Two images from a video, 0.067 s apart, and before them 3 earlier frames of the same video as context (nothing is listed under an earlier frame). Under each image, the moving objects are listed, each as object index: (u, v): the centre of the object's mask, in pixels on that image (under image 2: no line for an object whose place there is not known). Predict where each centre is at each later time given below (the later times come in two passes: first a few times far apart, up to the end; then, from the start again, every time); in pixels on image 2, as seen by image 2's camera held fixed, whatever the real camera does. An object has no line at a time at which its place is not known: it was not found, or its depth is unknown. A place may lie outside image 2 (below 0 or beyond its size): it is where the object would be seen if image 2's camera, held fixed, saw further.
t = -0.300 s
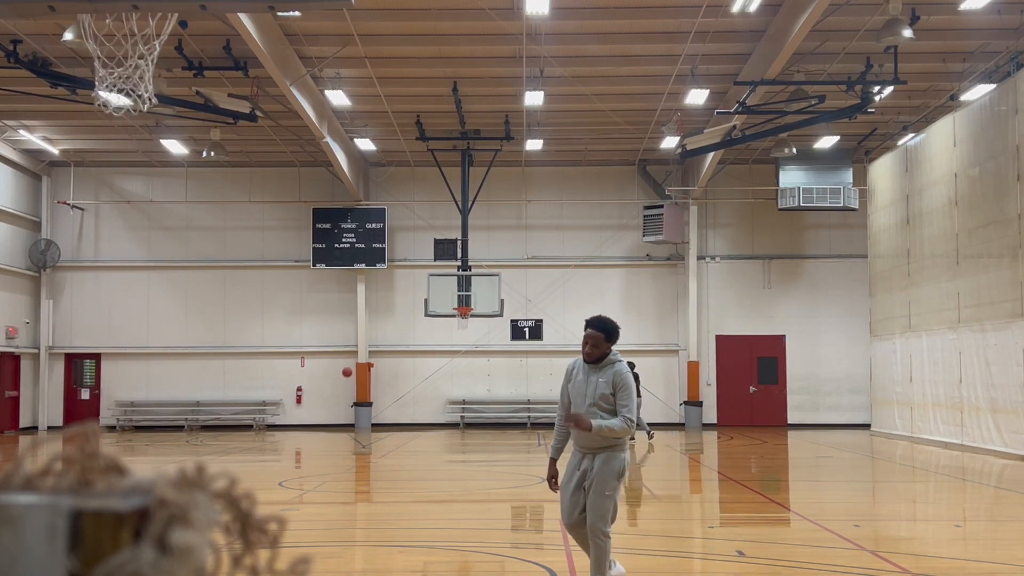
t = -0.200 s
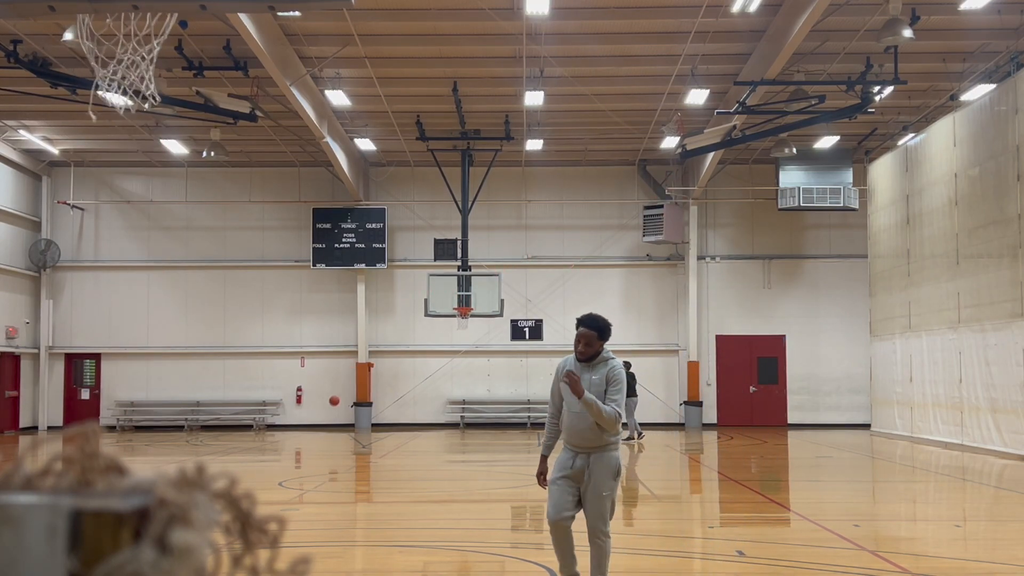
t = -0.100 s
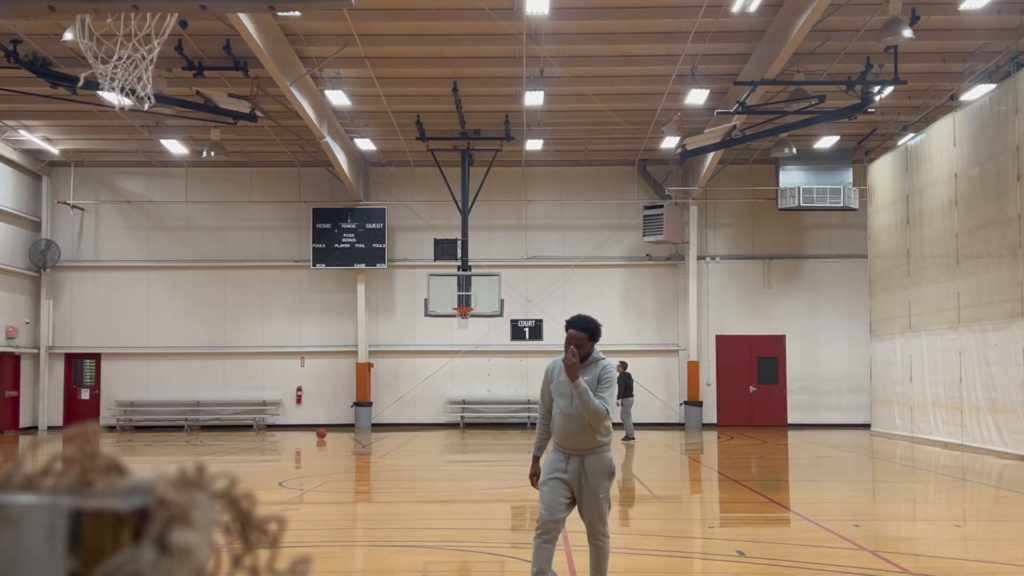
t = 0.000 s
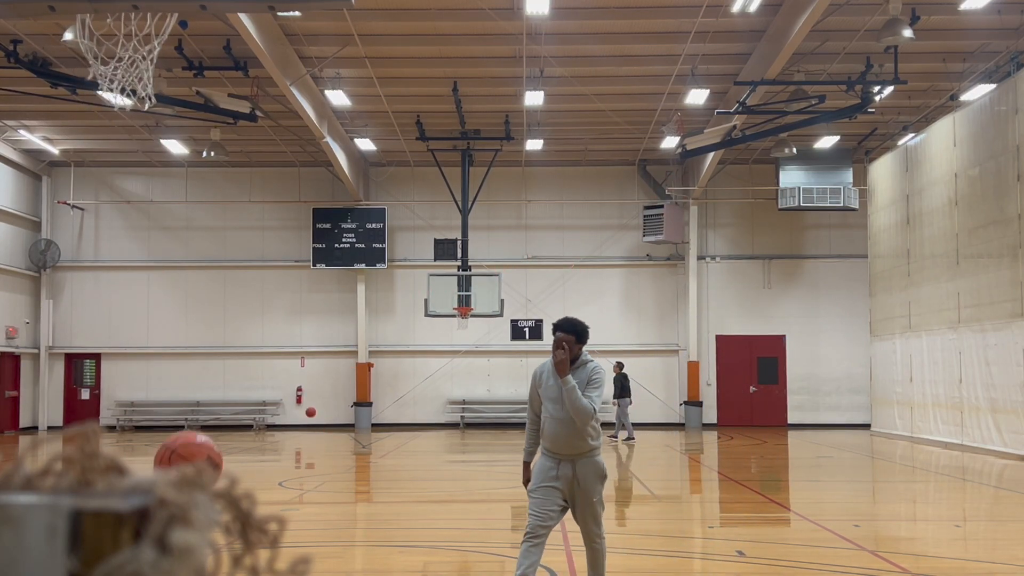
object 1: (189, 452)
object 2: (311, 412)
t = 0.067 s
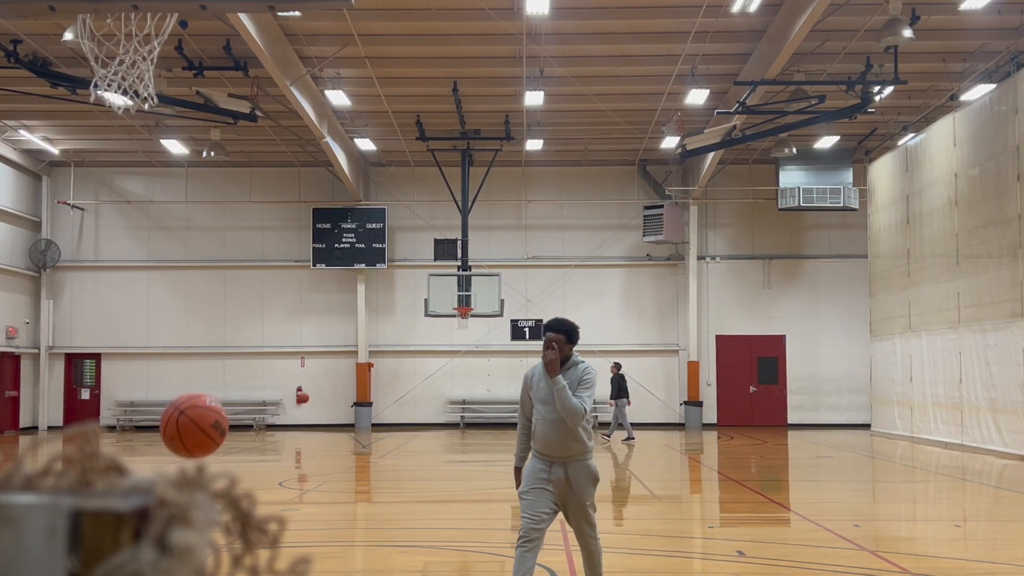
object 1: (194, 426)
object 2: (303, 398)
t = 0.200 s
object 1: (205, 384)
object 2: (289, 375)
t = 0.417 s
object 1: (221, 417)
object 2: (266, 355)
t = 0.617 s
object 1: (238, 557)
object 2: (245, 354)
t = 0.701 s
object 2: (236, 359)
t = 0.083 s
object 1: (195, 418)
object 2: (302, 395)
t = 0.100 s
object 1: (197, 411)
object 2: (300, 392)
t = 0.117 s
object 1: (198, 405)
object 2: (298, 389)
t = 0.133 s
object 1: (200, 399)
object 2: (297, 386)
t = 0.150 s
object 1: (201, 394)
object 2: (295, 383)
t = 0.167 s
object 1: (202, 390)
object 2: (293, 380)
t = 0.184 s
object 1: (204, 386)
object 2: (291, 378)
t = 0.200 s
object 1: (205, 384)
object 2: (289, 375)
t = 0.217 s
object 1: (207, 382)
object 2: (288, 373)
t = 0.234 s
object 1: (208, 381)
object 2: (286, 371)
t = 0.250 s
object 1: (209, 381)
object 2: (284, 369)
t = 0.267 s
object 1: (210, 381)
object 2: (282, 367)
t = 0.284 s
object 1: (212, 382)
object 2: (281, 365)
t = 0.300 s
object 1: (213, 384)
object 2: (279, 363)
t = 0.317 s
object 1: (214, 386)
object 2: (277, 362)
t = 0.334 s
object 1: (215, 390)
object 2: (275, 361)
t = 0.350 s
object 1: (217, 394)
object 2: (273, 359)
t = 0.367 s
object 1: (218, 398)
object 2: (272, 358)
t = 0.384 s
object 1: (219, 404)
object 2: (270, 358)
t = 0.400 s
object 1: (220, 410)
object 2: (268, 356)
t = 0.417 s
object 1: (221, 417)
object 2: (266, 355)
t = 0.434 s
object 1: (222, 425)
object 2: (264, 354)
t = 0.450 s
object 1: (224, 433)
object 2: (263, 354)
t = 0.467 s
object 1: (225, 441)
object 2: (261, 353)
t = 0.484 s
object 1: (227, 447)
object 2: (259, 353)
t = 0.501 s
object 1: (230, 456)
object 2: (257, 353)
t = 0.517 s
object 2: (255, 352)
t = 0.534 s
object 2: (254, 352)
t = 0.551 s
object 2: (252, 352)
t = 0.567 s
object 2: (250, 353)
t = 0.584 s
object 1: (224, 543)
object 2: (248, 353)
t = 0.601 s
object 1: (237, 548)
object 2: (246, 353)
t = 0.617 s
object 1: (238, 557)
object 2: (245, 354)
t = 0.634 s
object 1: (238, 562)
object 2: (243, 355)
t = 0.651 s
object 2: (241, 355)
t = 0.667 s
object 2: (239, 356)
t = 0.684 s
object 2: (237, 358)
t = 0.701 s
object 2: (236, 359)
